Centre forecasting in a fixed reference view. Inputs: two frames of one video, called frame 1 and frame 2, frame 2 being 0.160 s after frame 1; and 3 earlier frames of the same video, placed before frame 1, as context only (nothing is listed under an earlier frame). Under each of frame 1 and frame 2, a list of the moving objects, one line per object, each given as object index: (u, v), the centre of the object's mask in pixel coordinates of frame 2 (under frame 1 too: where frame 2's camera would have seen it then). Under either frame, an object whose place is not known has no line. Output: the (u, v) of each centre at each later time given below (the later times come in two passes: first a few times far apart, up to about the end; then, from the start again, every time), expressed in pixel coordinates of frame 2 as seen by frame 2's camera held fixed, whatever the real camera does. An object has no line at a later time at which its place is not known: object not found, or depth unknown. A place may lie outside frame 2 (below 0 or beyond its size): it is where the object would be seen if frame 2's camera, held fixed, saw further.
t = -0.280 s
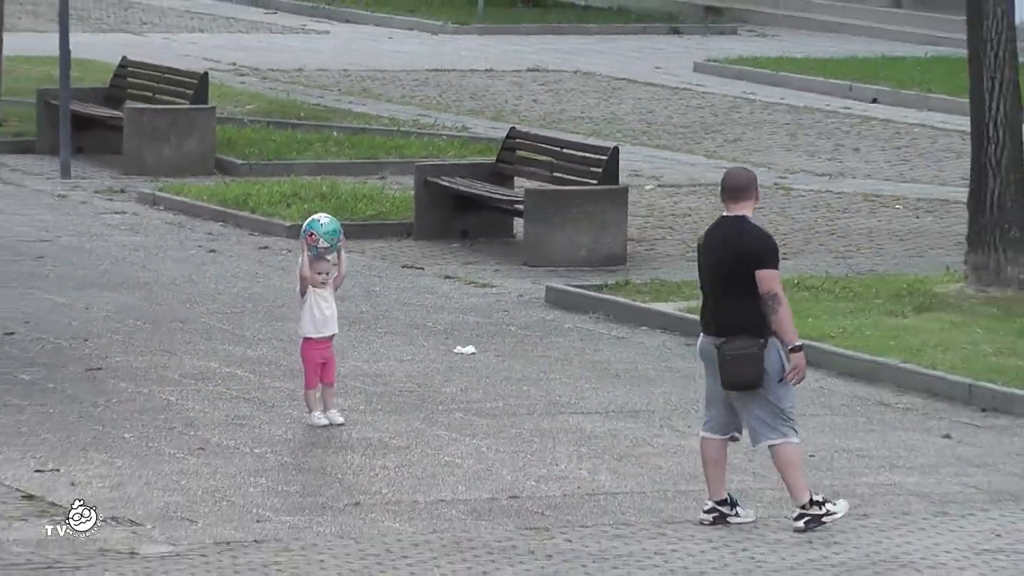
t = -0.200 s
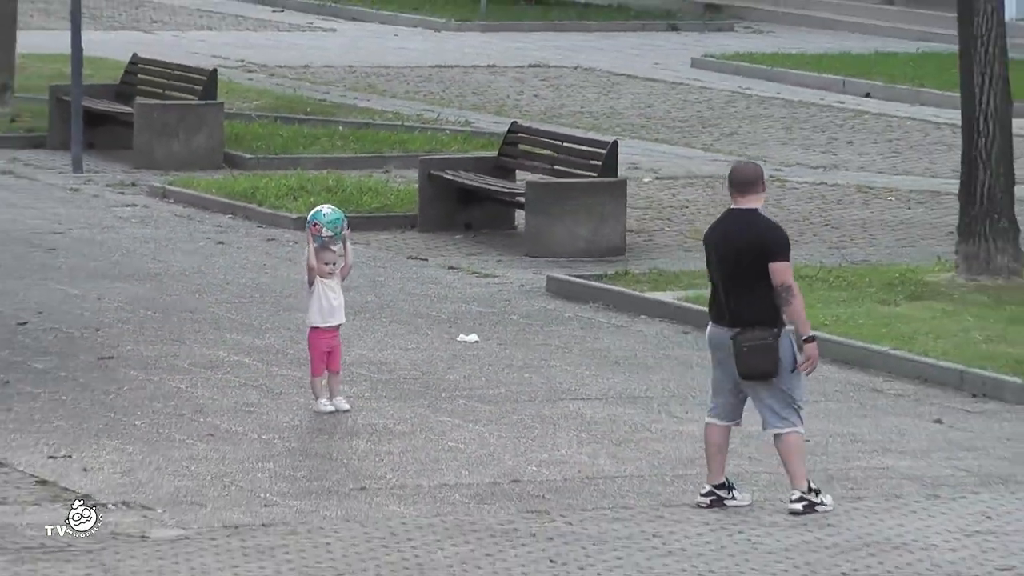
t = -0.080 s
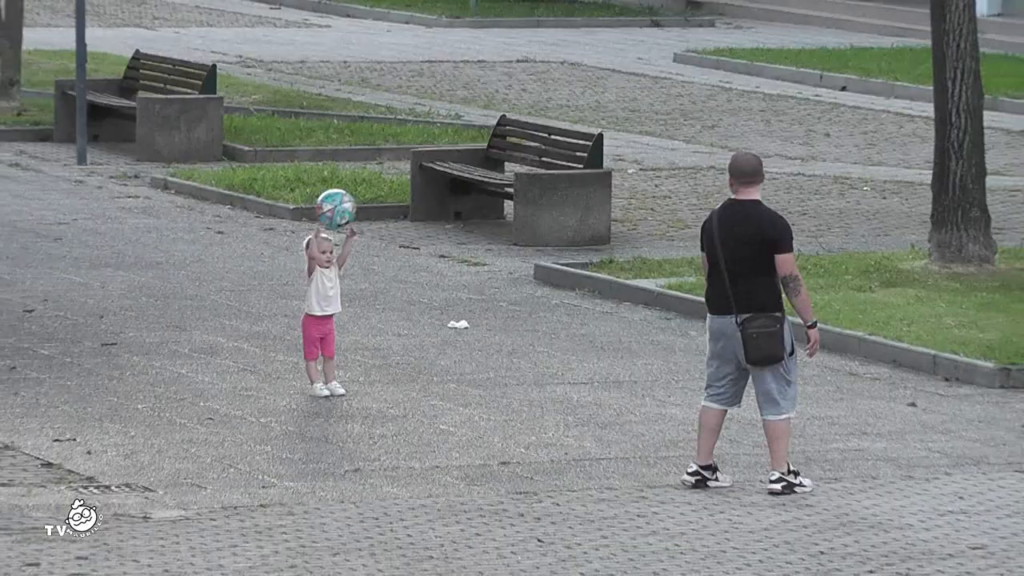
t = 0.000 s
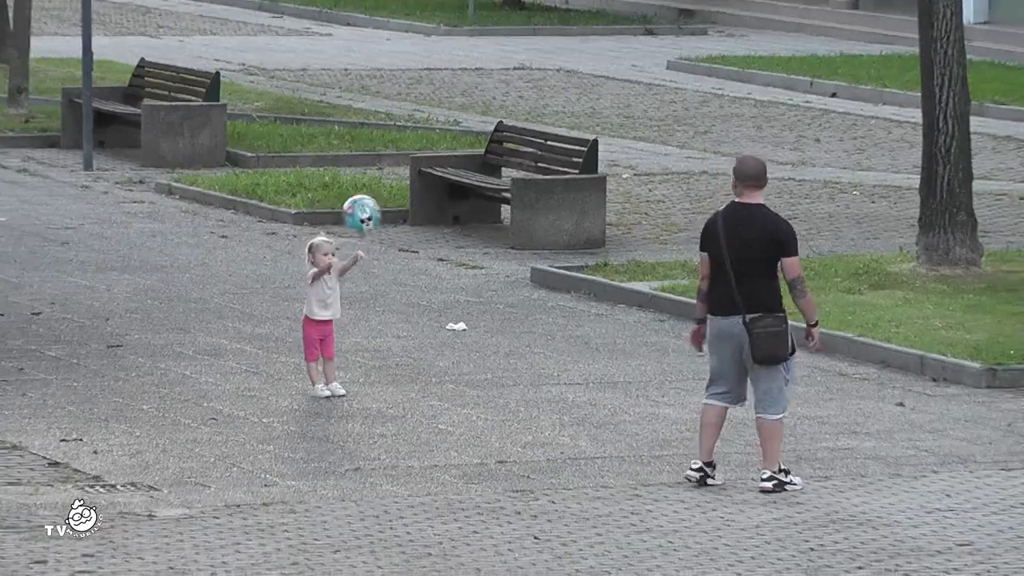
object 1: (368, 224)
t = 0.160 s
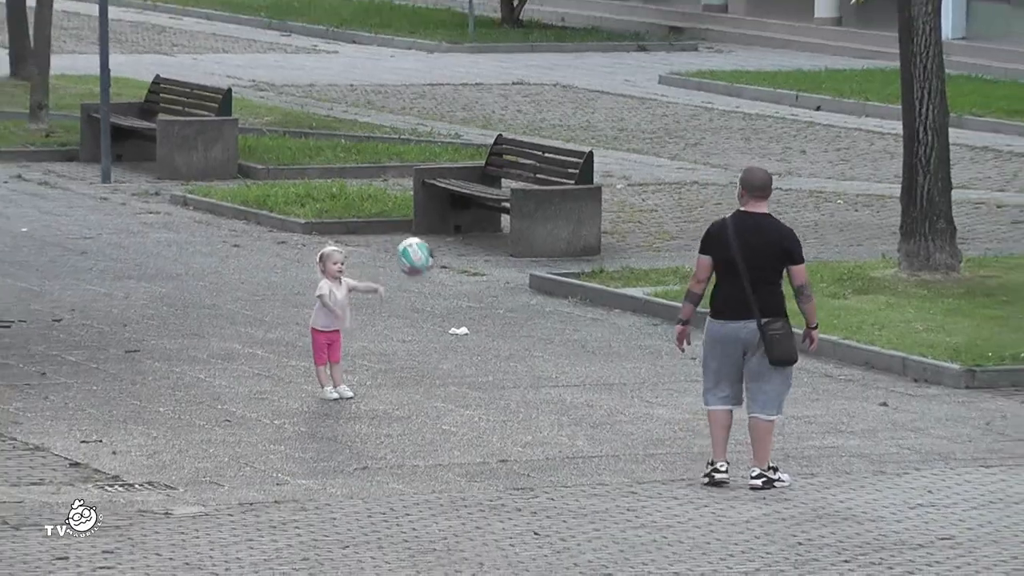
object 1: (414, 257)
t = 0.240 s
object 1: (437, 289)
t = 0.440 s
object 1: (488, 381)
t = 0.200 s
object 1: (426, 272)
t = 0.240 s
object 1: (437, 289)
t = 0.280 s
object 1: (449, 310)
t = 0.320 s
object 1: (461, 332)
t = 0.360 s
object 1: (471, 357)
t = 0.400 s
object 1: (482, 384)
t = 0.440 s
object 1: (488, 381)
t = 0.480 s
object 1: (491, 360)
